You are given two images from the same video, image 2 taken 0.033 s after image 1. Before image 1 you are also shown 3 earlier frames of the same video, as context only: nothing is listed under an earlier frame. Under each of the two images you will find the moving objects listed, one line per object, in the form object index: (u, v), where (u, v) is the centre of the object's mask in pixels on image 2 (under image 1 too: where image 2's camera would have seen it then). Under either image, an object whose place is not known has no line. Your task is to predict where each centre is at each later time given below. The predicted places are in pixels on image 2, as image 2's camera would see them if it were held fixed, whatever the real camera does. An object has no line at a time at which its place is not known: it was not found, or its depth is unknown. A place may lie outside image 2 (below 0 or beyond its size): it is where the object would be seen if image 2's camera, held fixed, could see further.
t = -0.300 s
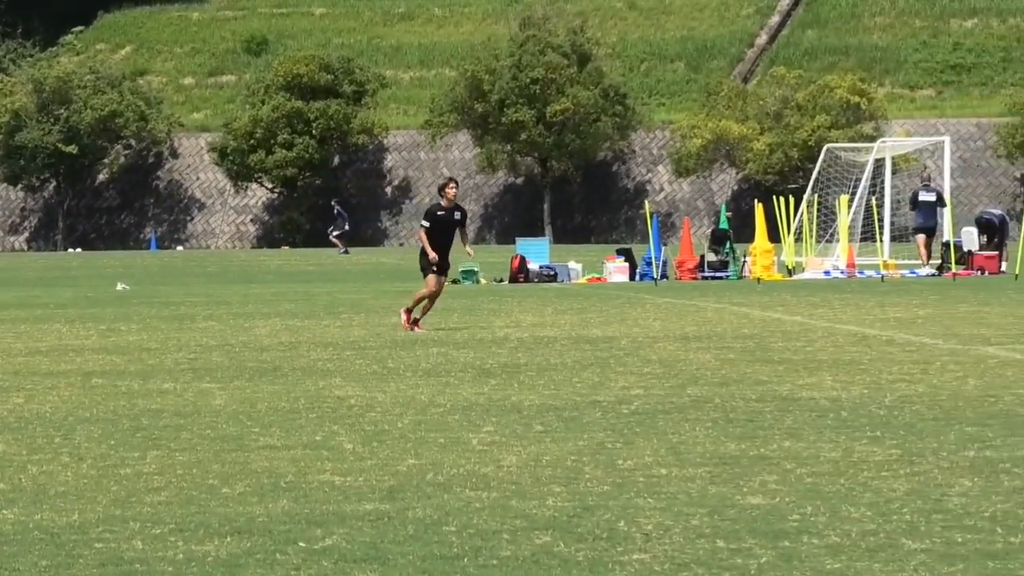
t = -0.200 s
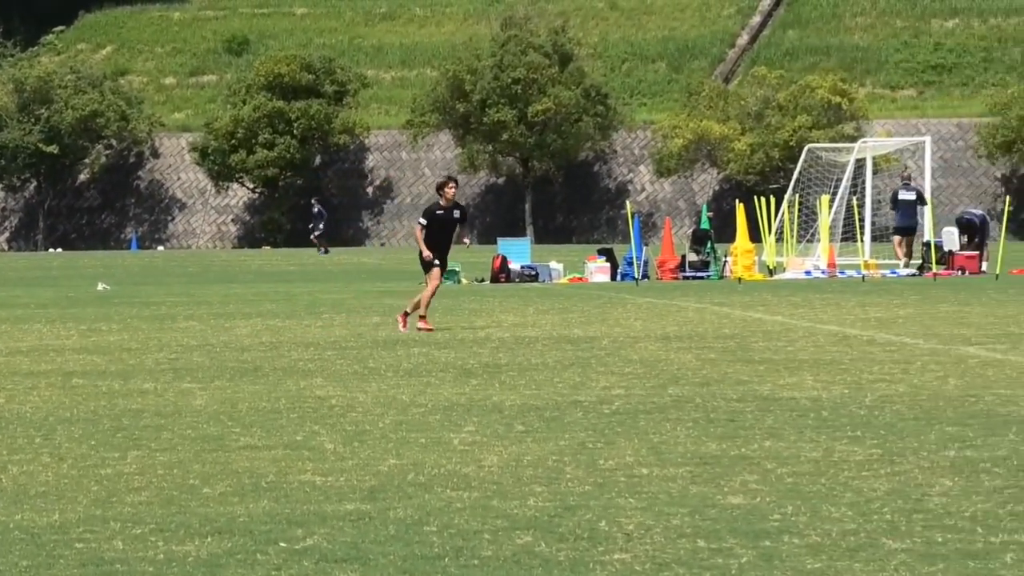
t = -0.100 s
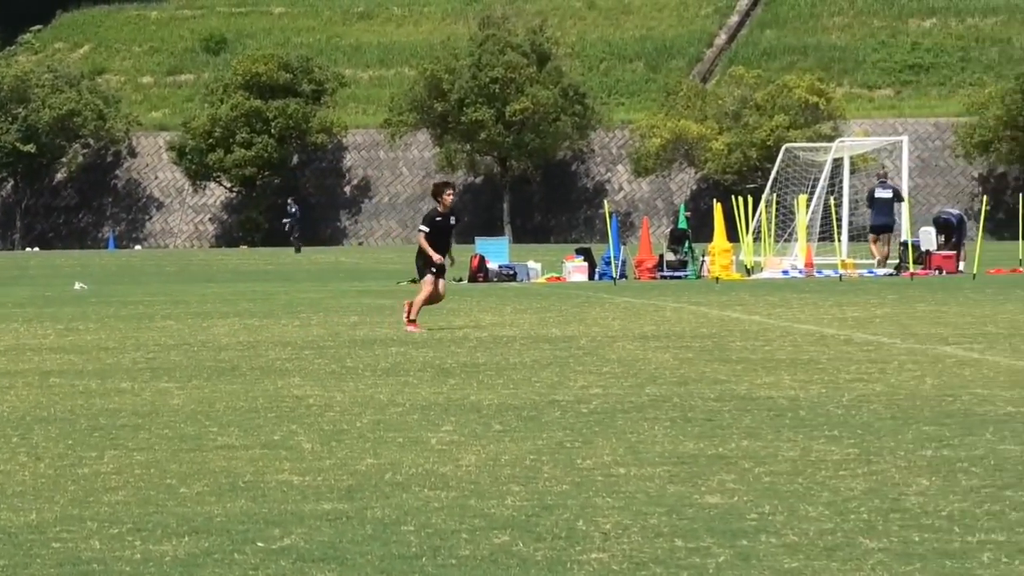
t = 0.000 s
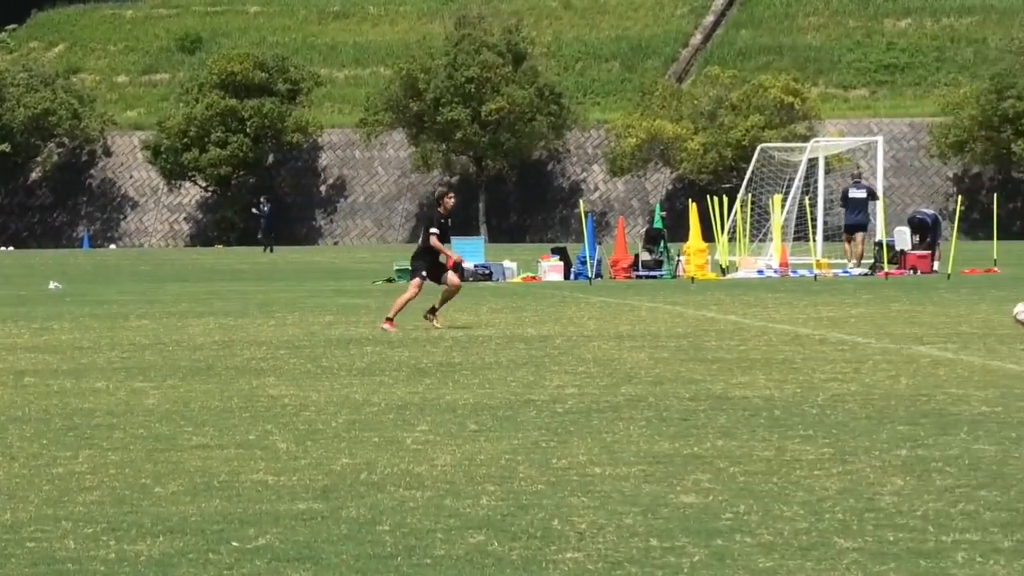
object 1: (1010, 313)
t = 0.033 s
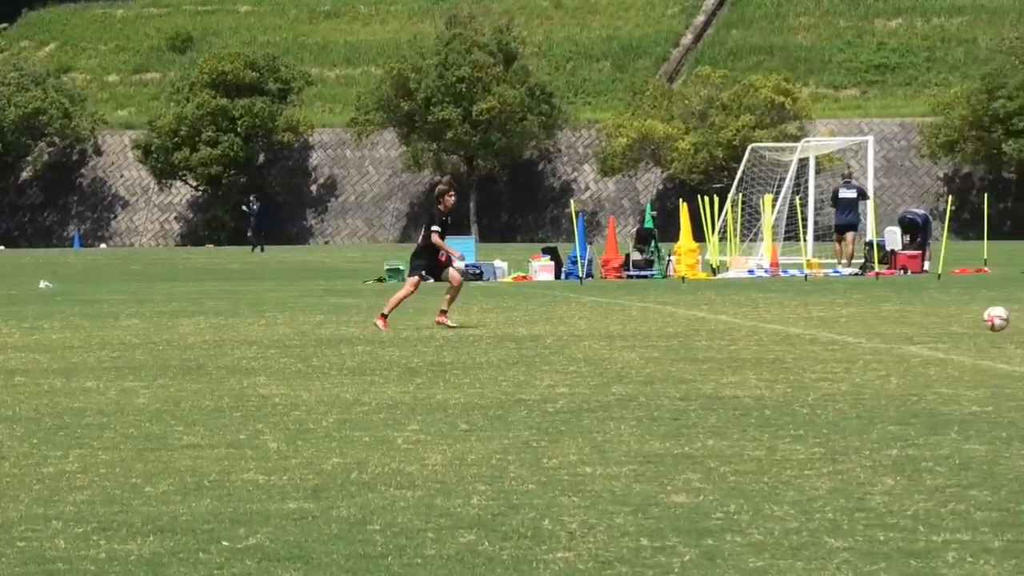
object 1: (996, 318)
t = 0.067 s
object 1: (974, 324)
